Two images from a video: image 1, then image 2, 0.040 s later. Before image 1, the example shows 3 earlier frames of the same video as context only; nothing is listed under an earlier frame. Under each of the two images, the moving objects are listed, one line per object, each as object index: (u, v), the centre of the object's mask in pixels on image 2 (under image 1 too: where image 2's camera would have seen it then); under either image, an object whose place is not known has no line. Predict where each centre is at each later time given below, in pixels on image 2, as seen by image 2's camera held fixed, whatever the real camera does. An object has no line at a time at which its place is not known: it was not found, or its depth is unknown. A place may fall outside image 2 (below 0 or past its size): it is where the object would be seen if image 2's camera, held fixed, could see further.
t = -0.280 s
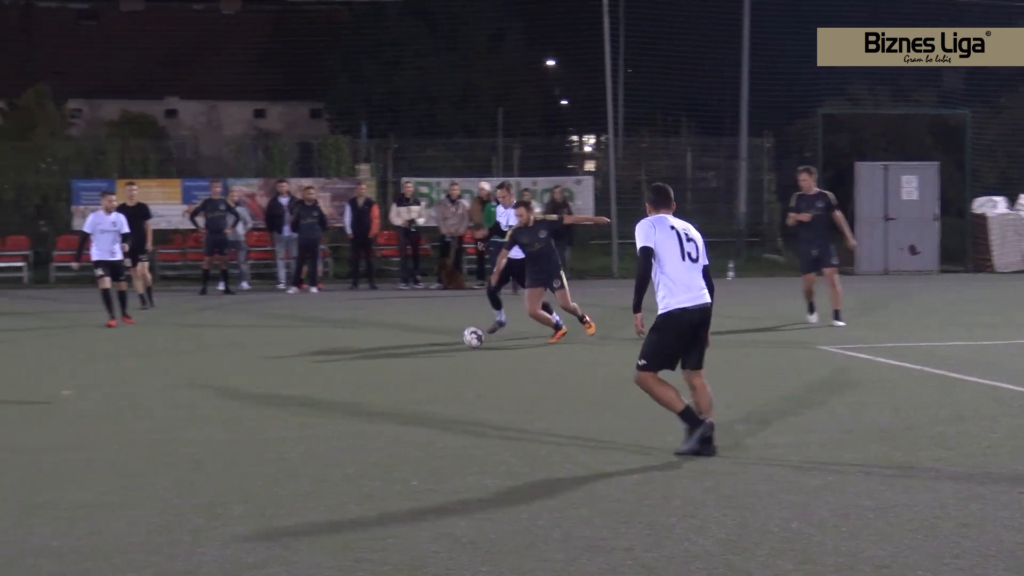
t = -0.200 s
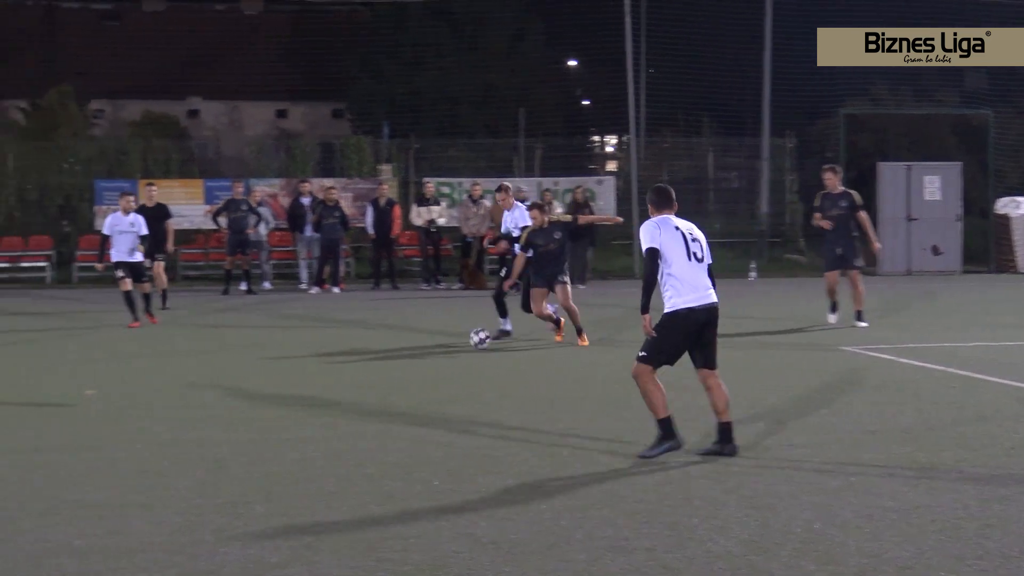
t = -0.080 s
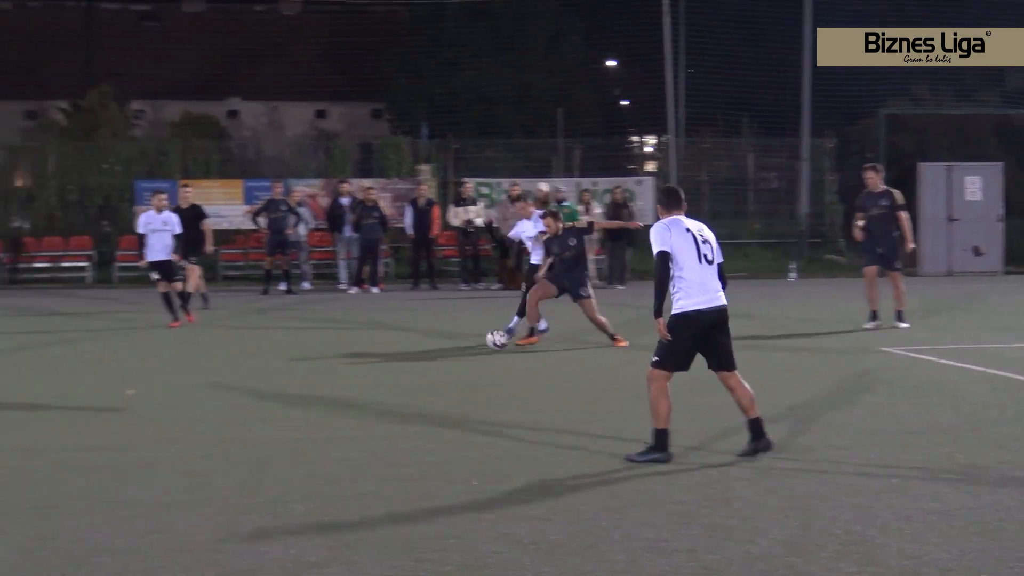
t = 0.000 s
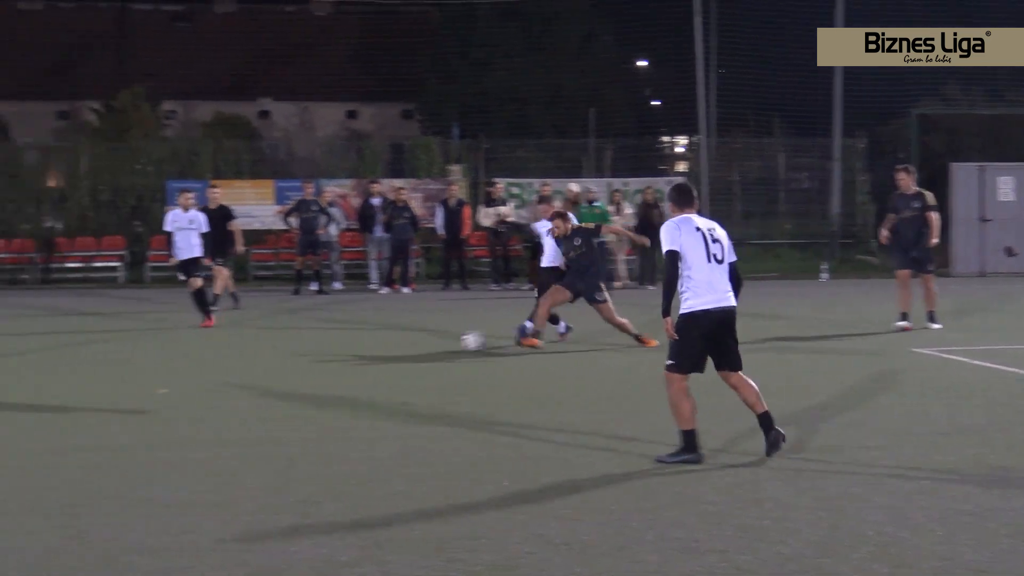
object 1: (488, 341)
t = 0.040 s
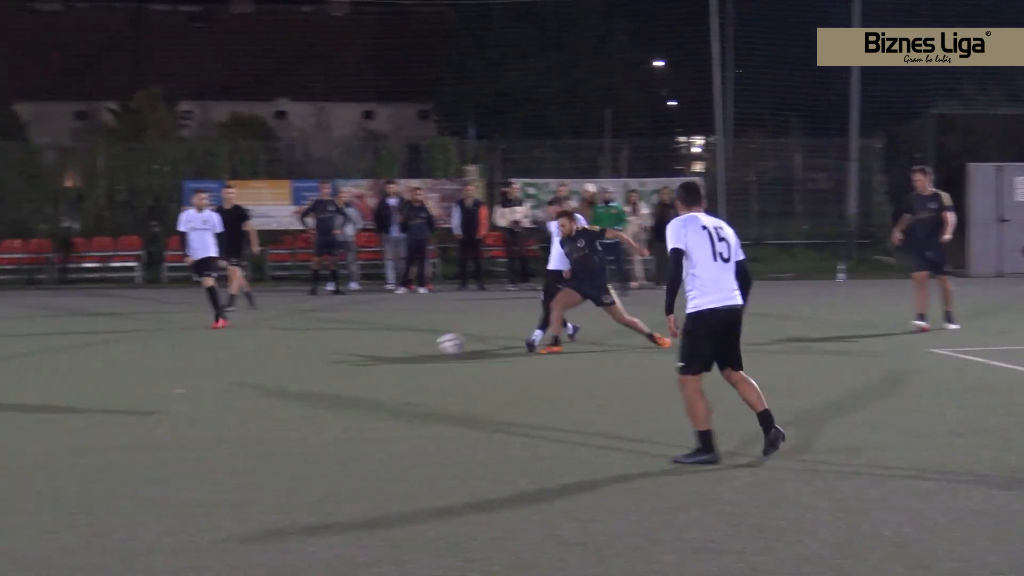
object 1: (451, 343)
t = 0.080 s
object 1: (413, 348)
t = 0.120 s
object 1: (375, 352)
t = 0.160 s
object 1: (338, 351)
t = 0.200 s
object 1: (302, 351)
